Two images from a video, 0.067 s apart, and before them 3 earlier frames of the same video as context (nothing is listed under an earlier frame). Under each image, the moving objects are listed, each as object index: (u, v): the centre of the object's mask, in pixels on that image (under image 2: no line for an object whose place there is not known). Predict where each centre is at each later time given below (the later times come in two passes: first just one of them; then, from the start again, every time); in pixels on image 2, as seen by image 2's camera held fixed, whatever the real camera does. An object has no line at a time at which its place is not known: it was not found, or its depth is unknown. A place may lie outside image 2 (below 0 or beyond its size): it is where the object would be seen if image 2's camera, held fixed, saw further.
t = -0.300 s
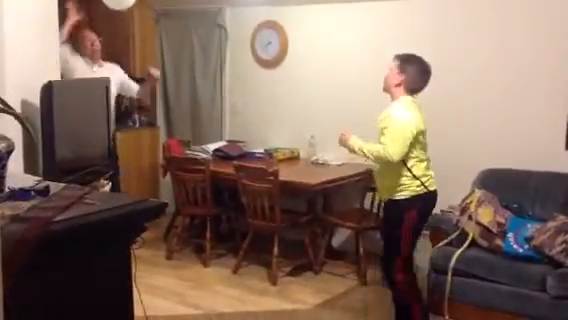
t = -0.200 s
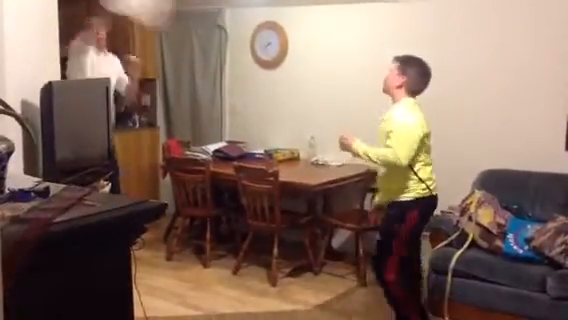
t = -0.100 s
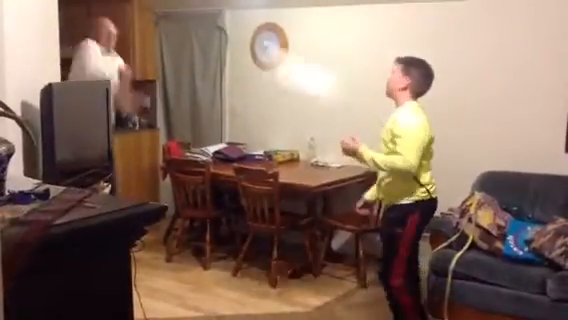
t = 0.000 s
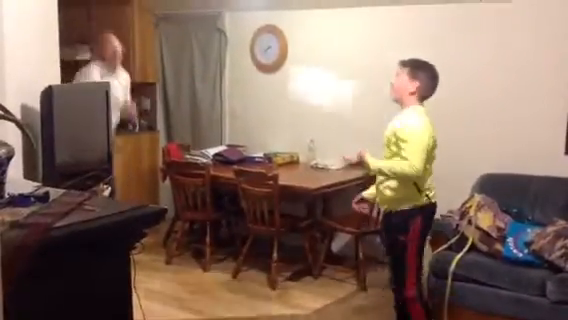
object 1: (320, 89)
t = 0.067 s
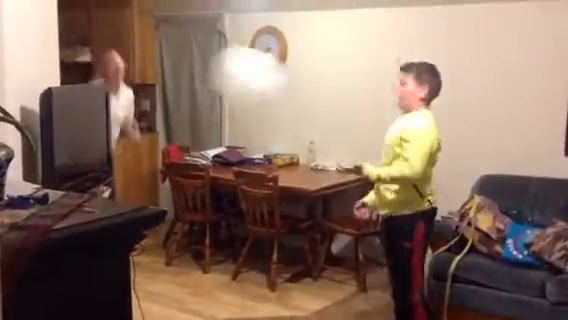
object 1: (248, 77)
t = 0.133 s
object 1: (183, 60)
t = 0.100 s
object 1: (212, 66)
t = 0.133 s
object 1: (183, 60)
